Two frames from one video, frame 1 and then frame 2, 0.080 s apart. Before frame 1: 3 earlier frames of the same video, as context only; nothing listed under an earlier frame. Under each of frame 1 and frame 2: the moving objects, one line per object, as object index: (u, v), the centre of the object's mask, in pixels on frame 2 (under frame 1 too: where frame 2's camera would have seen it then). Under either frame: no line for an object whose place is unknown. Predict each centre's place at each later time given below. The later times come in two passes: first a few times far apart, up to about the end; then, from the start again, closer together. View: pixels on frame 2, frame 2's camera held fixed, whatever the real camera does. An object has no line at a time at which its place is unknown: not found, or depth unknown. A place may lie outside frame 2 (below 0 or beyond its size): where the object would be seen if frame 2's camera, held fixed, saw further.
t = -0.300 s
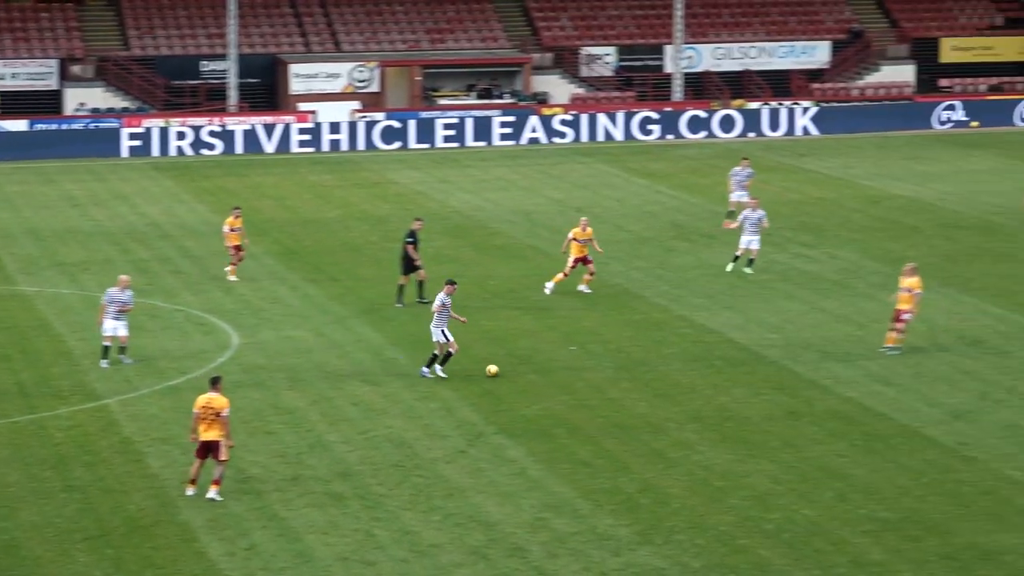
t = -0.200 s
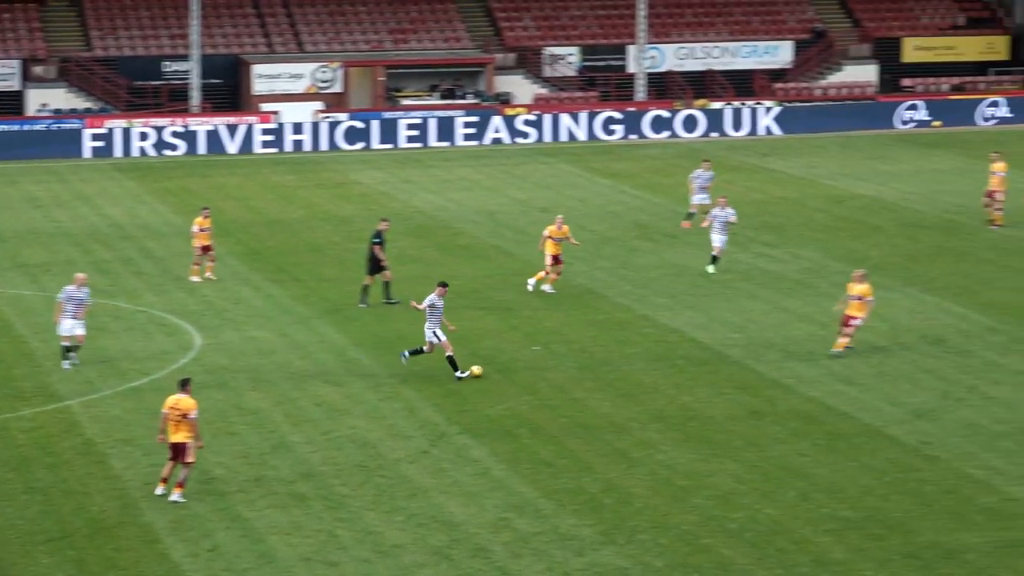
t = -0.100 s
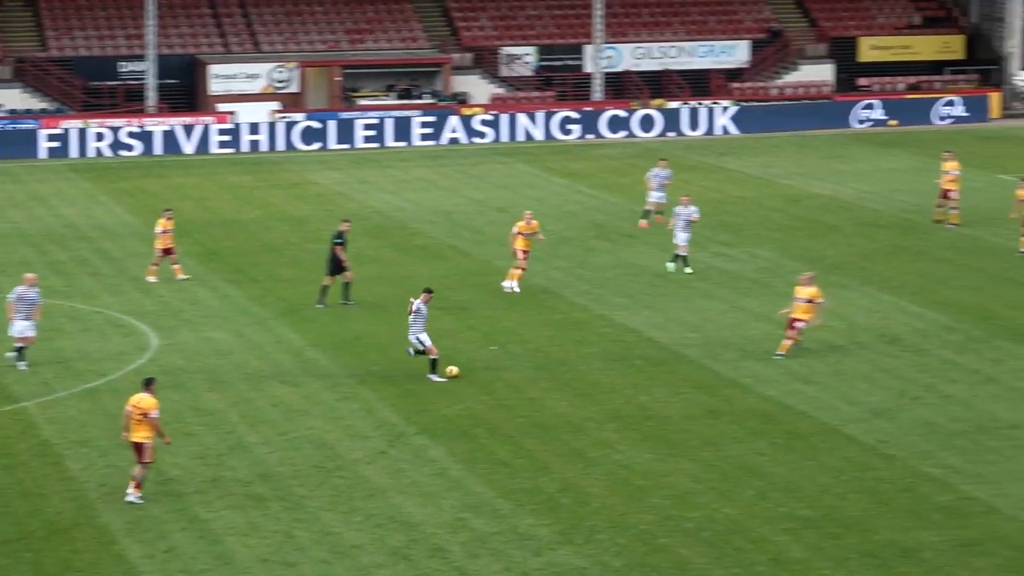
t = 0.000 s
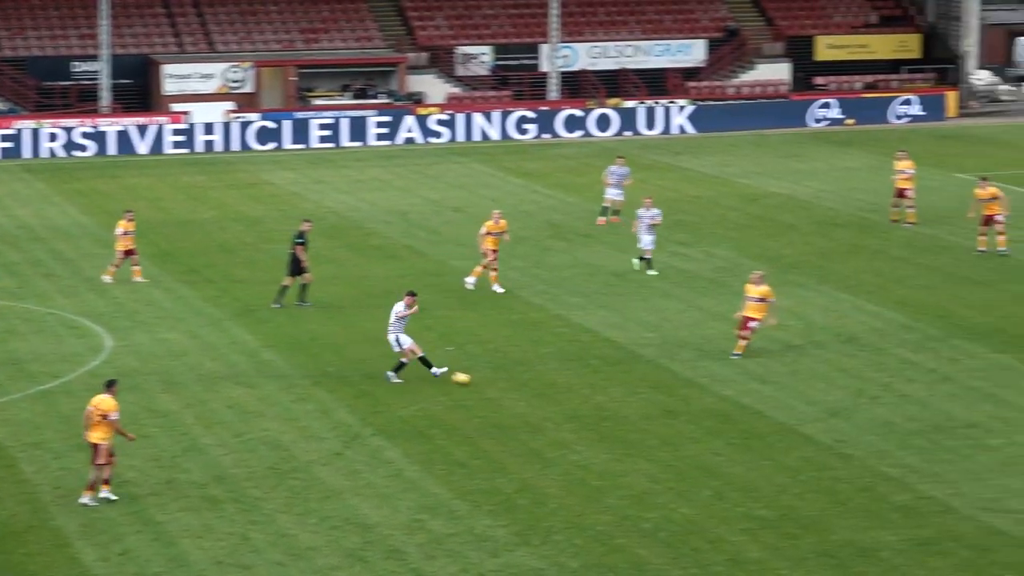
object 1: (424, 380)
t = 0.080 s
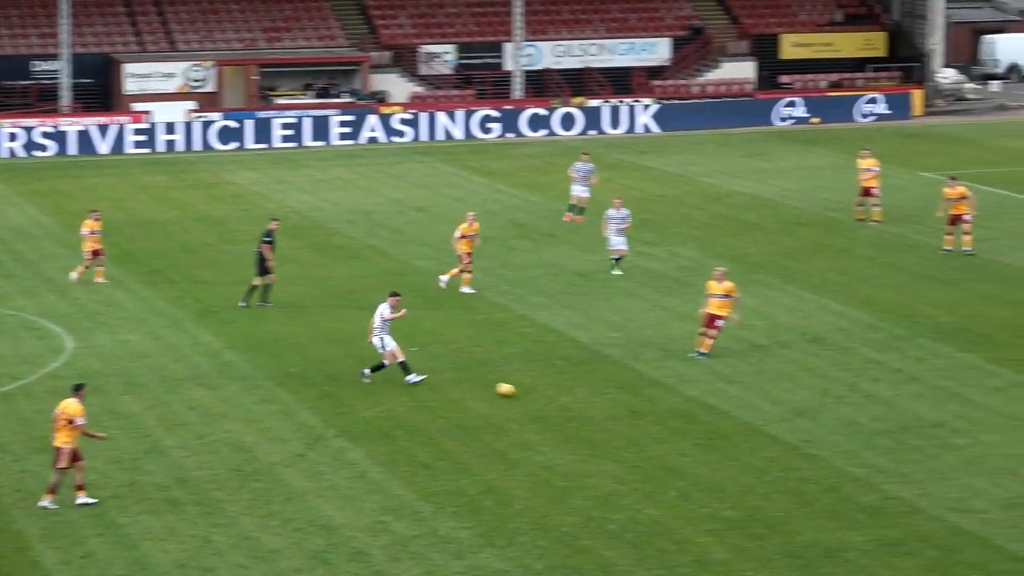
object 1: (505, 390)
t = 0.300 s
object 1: (717, 421)
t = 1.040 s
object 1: (1340, 533)
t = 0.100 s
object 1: (525, 393)
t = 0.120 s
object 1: (545, 396)
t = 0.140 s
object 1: (565, 399)
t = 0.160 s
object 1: (584, 402)
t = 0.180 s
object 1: (604, 406)
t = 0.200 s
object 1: (624, 409)
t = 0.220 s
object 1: (643, 411)
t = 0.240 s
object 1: (661, 414)
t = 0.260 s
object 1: (680, 416)
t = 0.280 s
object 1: (699, 418)
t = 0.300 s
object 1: (717, 421)
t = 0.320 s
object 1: (736, 424)
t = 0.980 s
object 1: (1291, 520)
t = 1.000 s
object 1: (1307, 524)
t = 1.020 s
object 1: (1323, 529)
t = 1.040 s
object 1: (1340, 533)
